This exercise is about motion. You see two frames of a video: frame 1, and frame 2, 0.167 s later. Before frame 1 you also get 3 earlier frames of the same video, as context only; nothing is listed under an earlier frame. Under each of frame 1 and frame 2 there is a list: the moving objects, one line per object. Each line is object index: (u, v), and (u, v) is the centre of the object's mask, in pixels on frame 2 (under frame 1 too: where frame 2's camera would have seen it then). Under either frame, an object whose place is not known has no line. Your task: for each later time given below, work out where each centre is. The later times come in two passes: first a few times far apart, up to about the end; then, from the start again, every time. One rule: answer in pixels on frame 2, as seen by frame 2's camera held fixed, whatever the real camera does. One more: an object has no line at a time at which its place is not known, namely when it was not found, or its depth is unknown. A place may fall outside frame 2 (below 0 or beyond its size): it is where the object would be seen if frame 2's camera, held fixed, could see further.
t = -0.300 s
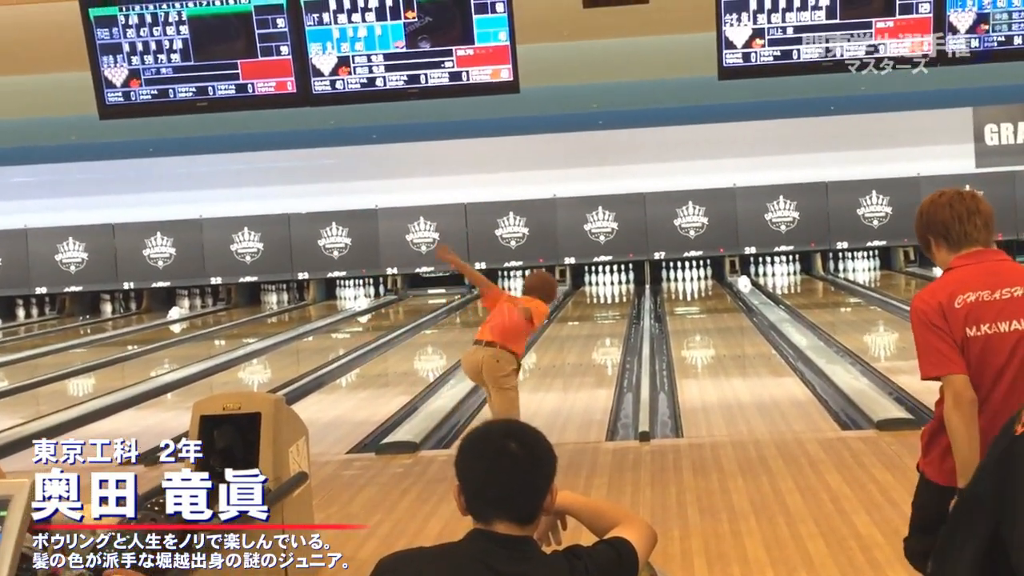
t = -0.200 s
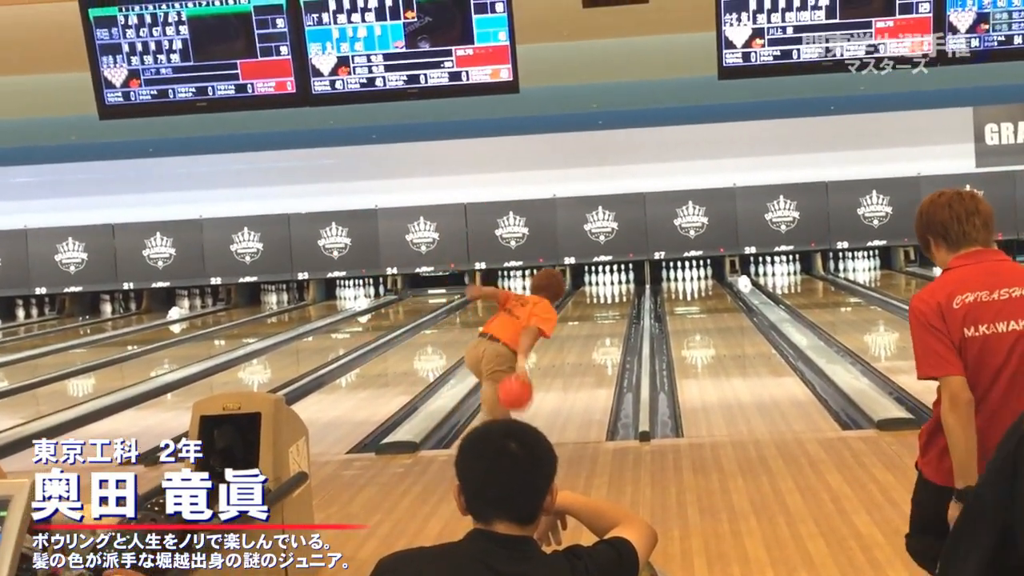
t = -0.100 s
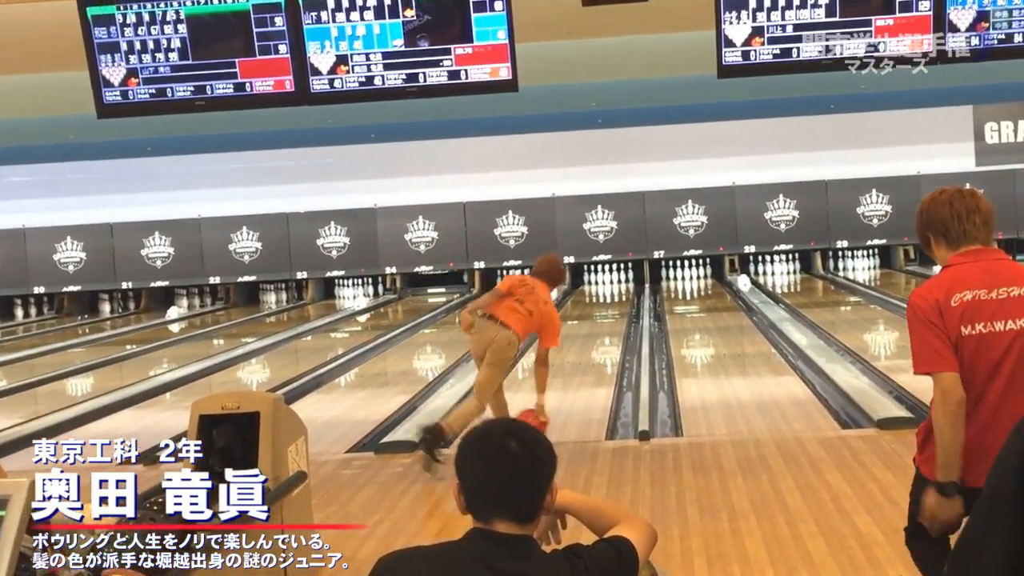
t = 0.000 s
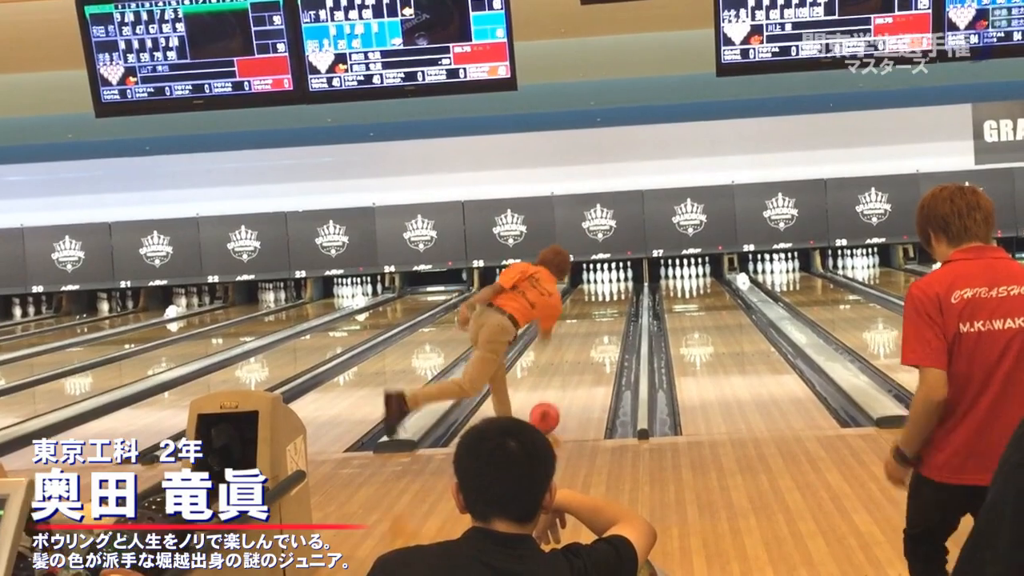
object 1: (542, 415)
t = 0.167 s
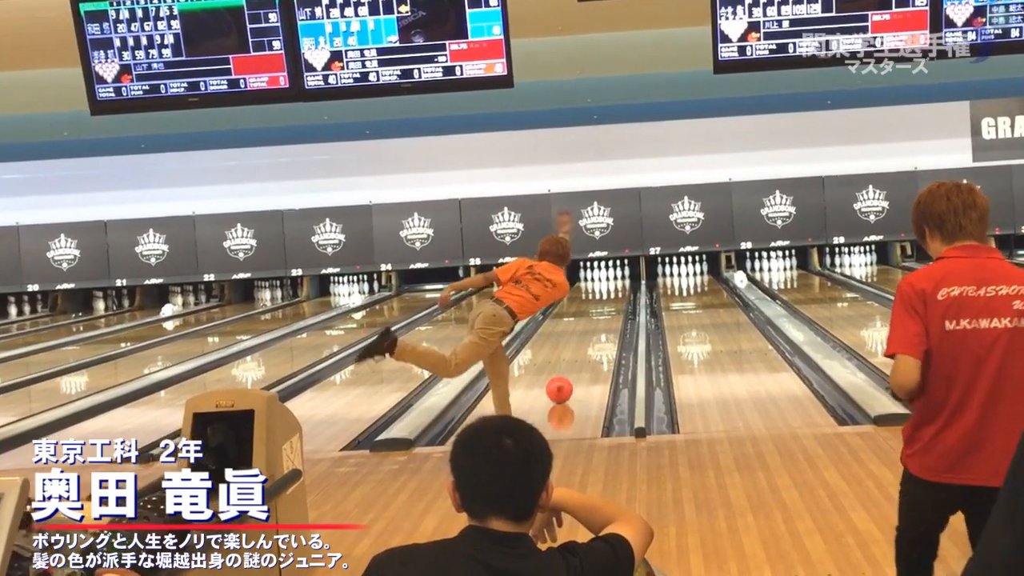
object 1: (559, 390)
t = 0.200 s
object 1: (562, 385)
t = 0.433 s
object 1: (578, 359)
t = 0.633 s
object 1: (588, 340)
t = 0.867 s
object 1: (595, 325)
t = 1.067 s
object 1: (600, 313)
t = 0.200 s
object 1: (562, 385)
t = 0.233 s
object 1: (565, 381)
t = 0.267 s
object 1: (567, 377)
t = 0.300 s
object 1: (570, 373)
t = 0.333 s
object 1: (572, 369)
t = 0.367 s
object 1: (574, 366)
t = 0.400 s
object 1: (576, 362)
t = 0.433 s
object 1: (578, 359)
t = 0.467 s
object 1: (580, 356)
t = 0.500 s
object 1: (582, 352)
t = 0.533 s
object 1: (583, 349)
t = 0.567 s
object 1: (585, 346)
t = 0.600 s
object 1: (586, 343)
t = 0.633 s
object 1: (588, 340)
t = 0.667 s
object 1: (589, 338)
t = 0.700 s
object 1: (590, 336)
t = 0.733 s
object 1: (591, 333)
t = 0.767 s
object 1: (592, 331)
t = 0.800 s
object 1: (593, 328)
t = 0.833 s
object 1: (594, 327)
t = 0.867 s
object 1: (595, 325)
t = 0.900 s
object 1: (596, 322)
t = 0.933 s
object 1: (597, 321)
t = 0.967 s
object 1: (598, 319)
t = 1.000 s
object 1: (599, 317)
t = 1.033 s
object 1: (599, 316)
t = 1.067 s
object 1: (600, 313)
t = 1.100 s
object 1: (601, 311)
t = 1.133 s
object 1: (601, 309)
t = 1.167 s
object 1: (601, 307)
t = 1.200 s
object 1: (601, 306)
